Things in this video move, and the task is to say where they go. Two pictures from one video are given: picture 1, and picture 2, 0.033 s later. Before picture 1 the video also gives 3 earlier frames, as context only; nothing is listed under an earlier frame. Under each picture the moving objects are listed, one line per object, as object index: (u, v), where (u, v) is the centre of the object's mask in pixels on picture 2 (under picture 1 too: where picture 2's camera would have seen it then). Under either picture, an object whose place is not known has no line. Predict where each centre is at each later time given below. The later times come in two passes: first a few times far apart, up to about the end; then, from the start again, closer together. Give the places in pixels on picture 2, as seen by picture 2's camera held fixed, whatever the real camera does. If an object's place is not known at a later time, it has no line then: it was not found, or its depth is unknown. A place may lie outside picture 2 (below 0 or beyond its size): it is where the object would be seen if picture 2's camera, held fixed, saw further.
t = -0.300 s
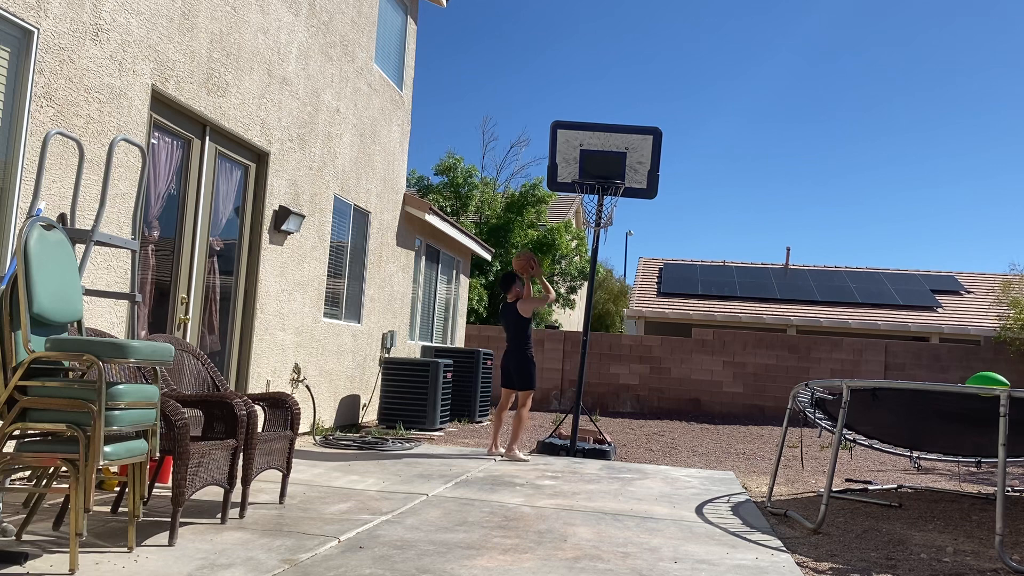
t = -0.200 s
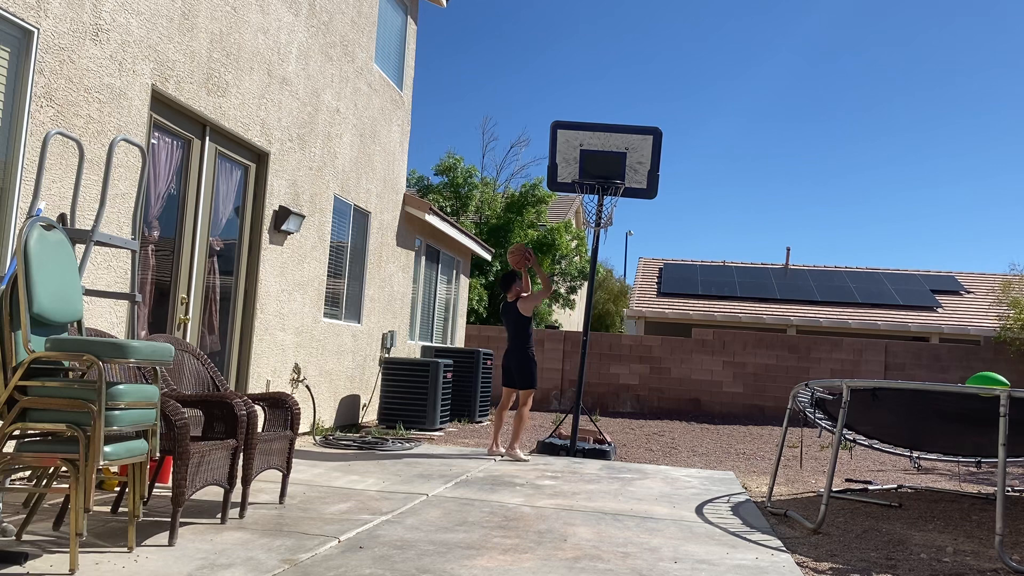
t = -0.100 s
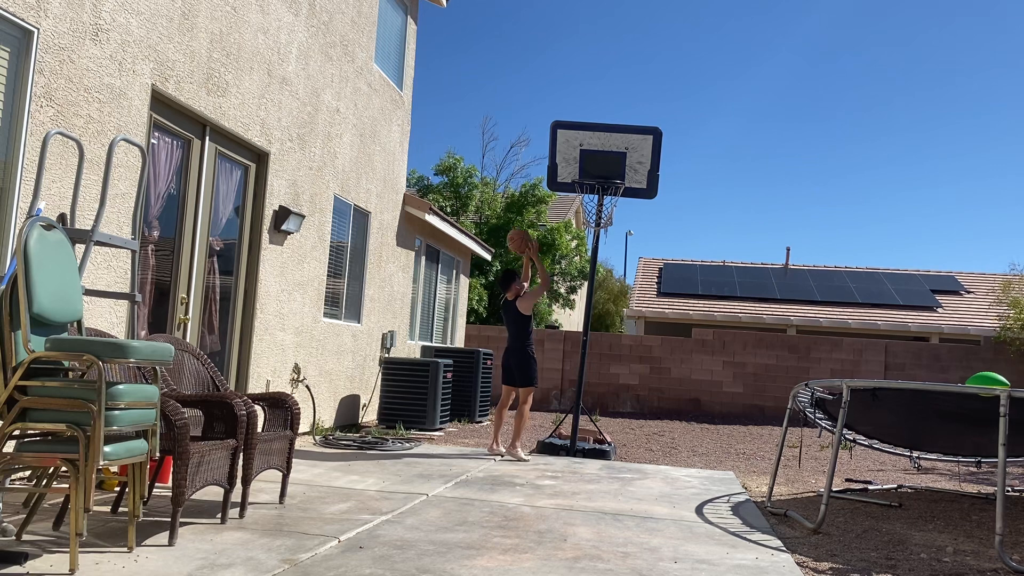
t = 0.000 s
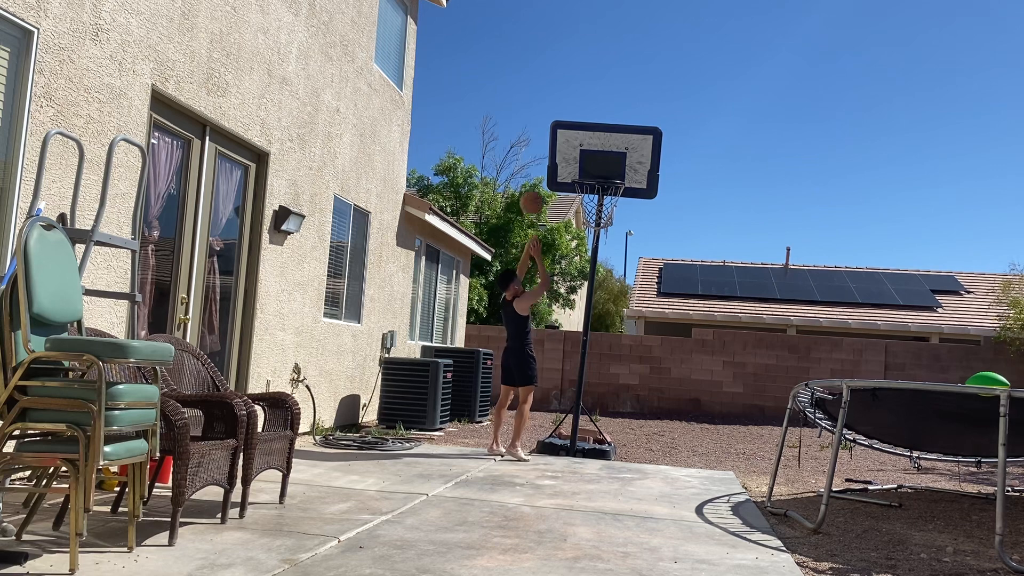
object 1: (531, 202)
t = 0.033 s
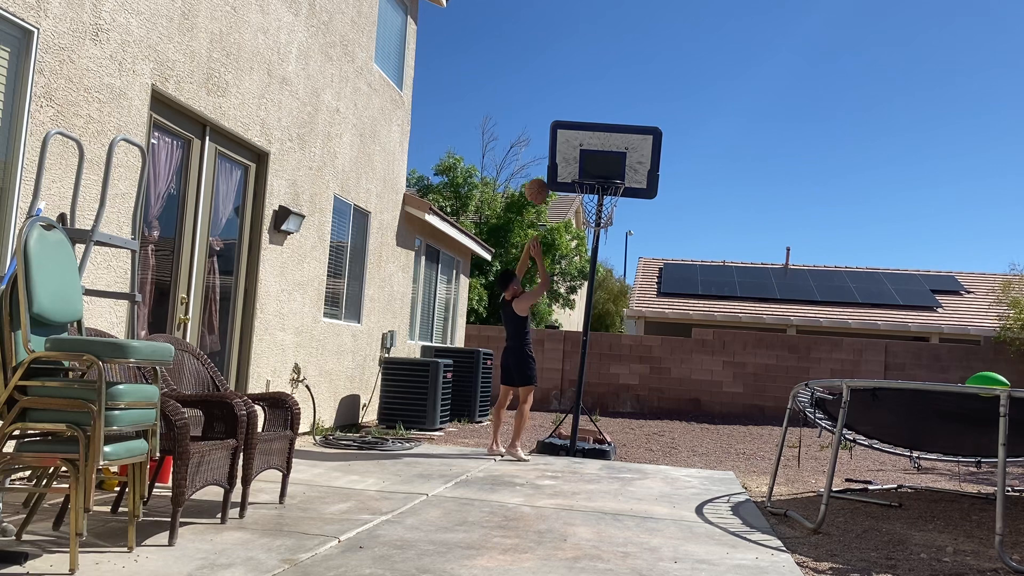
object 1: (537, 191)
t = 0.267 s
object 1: (570, 141)
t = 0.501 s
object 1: (591, 158)
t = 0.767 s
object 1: (604, 218)
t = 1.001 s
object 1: (593, 229)
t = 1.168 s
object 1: (585, 259)
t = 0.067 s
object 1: (542, 180)
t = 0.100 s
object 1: (547, 171)
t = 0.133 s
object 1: (552, 163)
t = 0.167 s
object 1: (557, 155)
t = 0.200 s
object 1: (561, 149)
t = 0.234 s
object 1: (567, 144)
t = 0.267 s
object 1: (570, 141)
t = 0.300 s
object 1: (573, 140)
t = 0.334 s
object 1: (576, 140)
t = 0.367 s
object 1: (580, 141)
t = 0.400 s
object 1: (583, 143)
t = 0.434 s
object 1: (585, 147)
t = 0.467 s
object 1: (588, 152)
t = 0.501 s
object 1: (591, 158)
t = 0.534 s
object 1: (594, 165)
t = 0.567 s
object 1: (597, 173)
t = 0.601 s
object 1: (598, 181)
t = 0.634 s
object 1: (601, 188)
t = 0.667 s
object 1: (602, 195)
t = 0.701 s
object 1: (604, 204)
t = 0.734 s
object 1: (605, 213)
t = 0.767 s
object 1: (604, 218)
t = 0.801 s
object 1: (602, 216)
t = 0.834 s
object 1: (600, 214)
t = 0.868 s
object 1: (598, 214)
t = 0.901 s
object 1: (598, 219)
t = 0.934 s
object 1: (597, 220)
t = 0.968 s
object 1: (595, 228)
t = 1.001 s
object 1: (593, 229)
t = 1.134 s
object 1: (587, 251)
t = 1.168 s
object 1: (585, 259)
